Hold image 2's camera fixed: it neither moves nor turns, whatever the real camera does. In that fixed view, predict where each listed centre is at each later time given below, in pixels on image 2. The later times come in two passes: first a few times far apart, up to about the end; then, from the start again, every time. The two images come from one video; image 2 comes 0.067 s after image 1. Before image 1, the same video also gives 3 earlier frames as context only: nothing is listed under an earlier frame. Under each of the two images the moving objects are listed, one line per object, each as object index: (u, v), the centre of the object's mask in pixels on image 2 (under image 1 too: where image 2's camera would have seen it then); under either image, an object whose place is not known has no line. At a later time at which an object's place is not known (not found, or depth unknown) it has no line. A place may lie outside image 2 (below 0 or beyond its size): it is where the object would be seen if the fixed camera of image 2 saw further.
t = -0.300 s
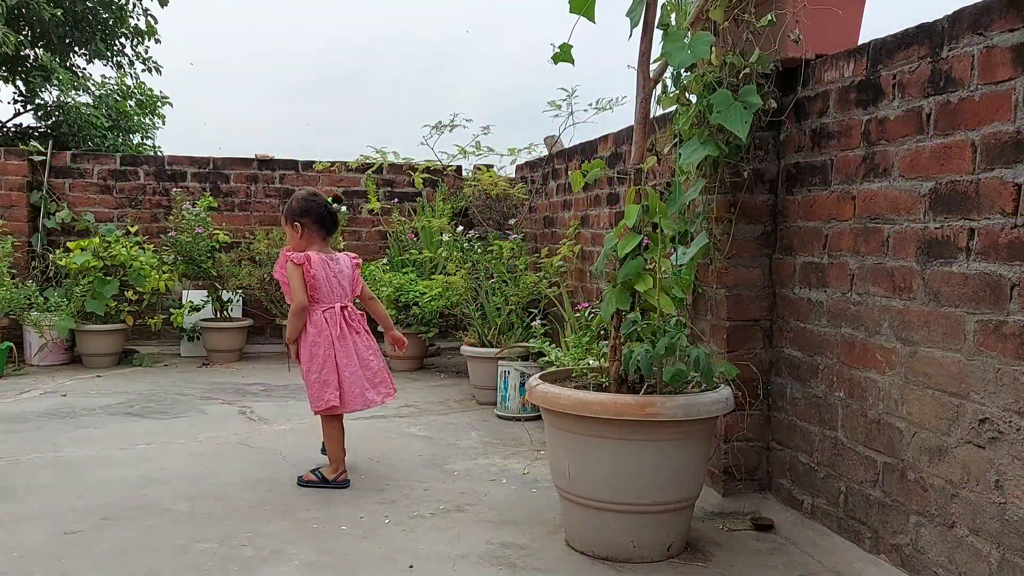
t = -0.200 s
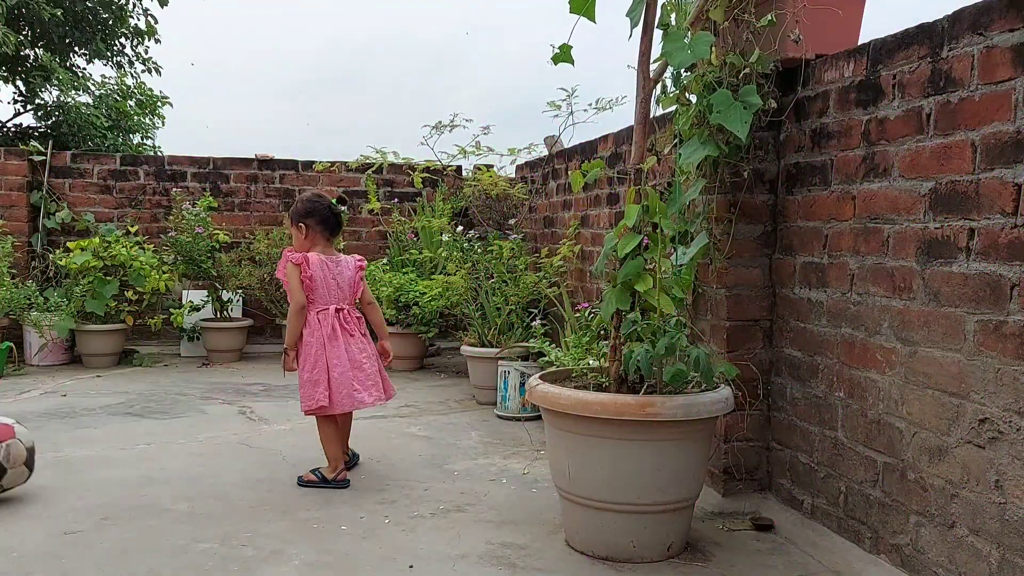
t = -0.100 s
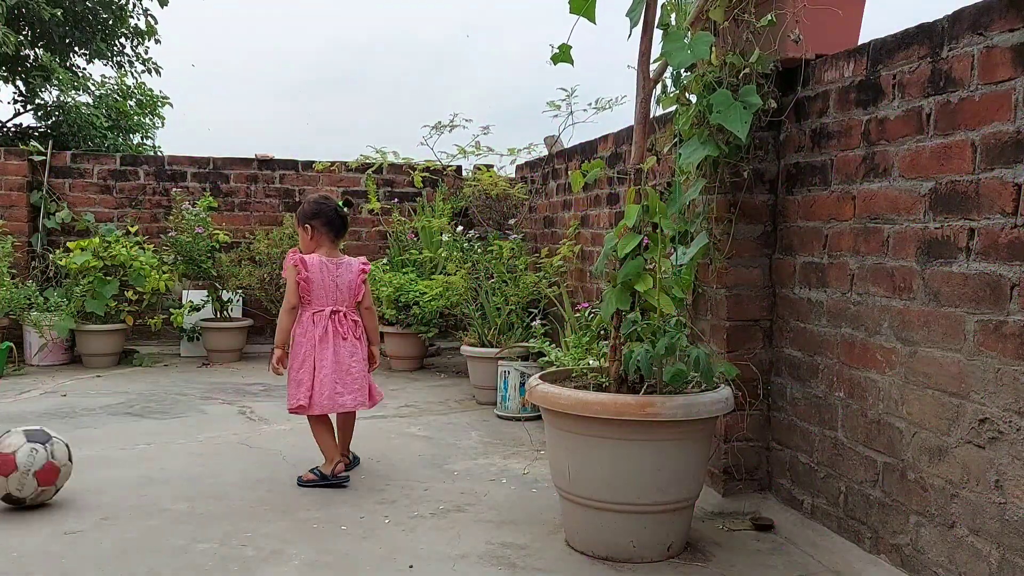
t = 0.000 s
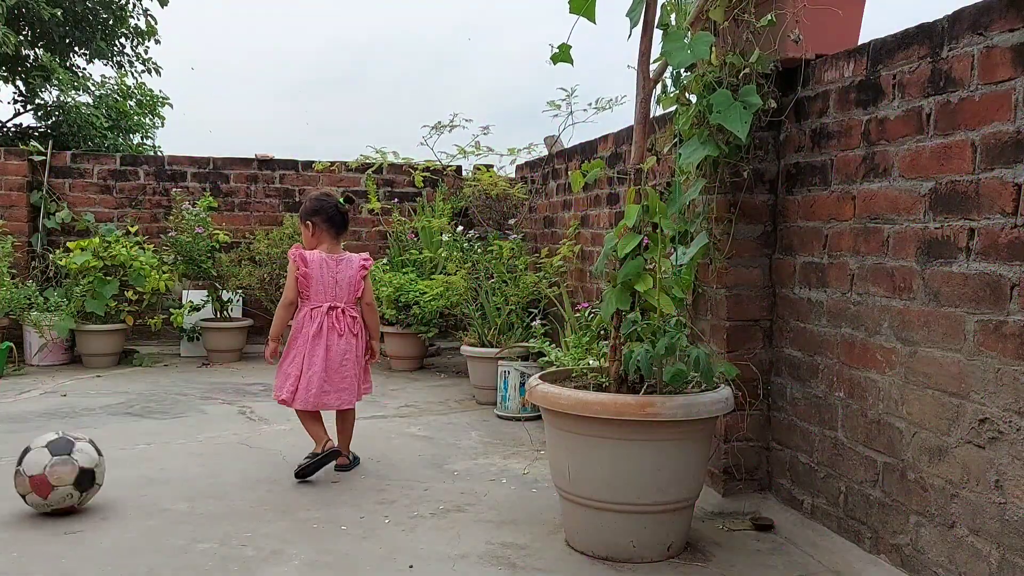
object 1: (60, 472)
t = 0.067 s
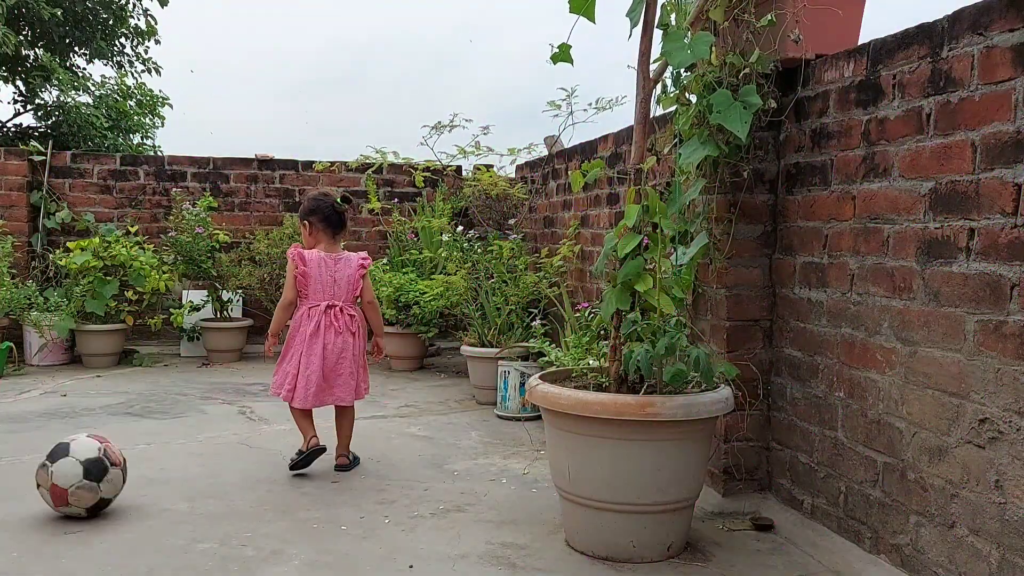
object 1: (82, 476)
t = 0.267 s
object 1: (148, 484)
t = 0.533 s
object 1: (240, 496)
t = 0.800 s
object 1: (327, 508)
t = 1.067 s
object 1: (412, 519)
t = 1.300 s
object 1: (489, 523)
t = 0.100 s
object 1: (93, 478)
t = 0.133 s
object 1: (104, 478)
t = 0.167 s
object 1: (114, 480)
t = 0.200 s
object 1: (126, 482)
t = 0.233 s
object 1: (137, 483)
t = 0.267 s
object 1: (148, 484)
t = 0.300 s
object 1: (159, 486)
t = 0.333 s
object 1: (170, 486)
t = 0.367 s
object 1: (182, 489)
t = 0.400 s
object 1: (193, 491)
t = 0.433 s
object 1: (205, 492)
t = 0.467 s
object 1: (217, 494)
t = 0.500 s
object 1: (229, 495)
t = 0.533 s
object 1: (240, 496)
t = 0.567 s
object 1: (252, 499)
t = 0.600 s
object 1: (262, 500)
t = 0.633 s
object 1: (273, 500)
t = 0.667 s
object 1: (284, 502)
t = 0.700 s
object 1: (295, 503)
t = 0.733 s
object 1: (305, 505)
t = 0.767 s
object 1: (316, 507)
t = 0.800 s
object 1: (327, 508)
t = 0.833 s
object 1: (337, 510)
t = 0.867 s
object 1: (348, 511)
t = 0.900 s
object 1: (358, 512)
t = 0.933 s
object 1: (369, 514)
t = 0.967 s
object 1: (380, 515)
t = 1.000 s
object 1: (391, 517)
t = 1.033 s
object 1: (401, 516)
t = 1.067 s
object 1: (412, 519)
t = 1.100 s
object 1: (423, 520)
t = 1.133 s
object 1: (434, 520)
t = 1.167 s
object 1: (445, 521)
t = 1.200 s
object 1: (456, 523)
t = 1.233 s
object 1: (468, 524)
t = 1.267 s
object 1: (478, 523)
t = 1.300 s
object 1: (489, 523)
